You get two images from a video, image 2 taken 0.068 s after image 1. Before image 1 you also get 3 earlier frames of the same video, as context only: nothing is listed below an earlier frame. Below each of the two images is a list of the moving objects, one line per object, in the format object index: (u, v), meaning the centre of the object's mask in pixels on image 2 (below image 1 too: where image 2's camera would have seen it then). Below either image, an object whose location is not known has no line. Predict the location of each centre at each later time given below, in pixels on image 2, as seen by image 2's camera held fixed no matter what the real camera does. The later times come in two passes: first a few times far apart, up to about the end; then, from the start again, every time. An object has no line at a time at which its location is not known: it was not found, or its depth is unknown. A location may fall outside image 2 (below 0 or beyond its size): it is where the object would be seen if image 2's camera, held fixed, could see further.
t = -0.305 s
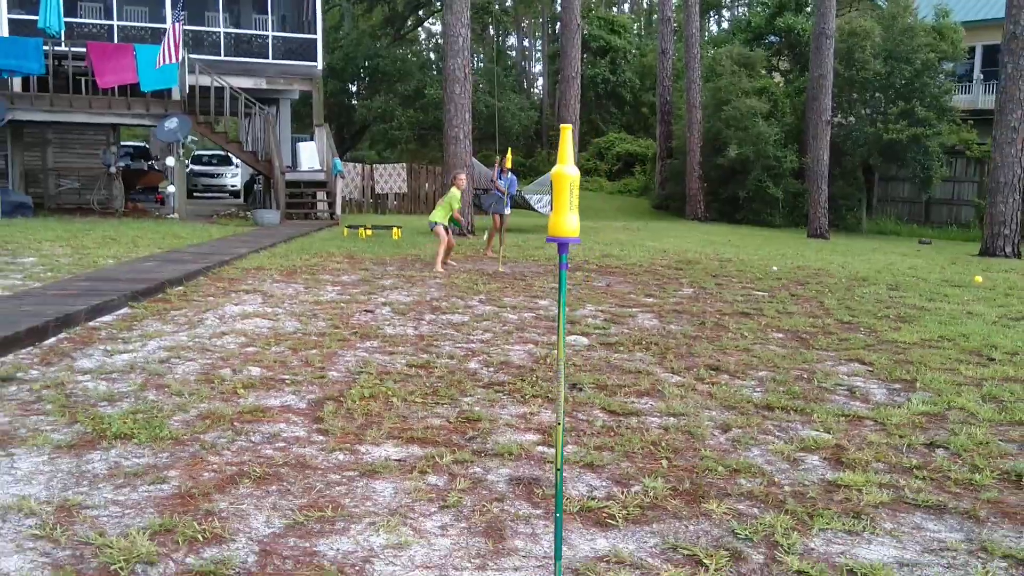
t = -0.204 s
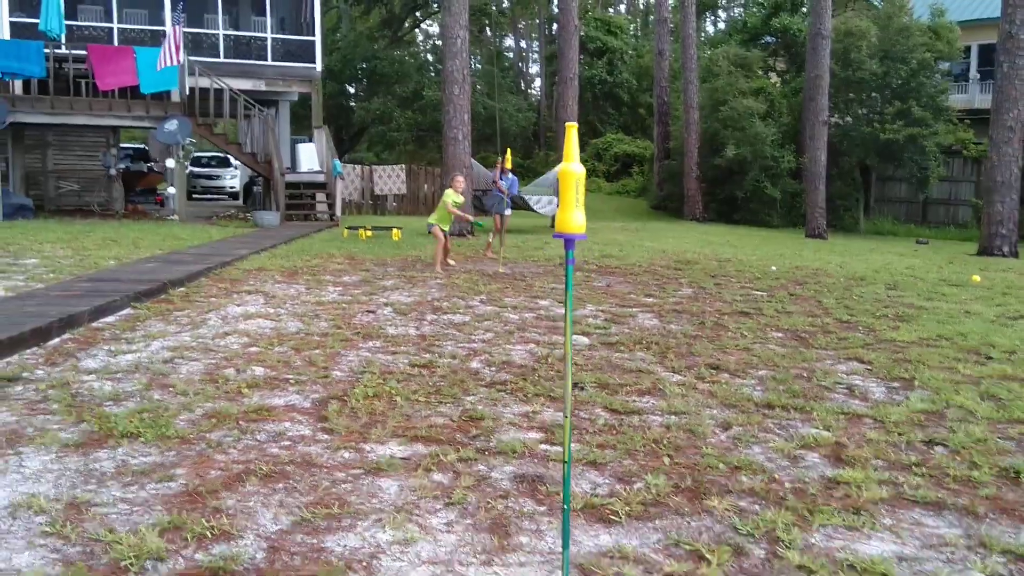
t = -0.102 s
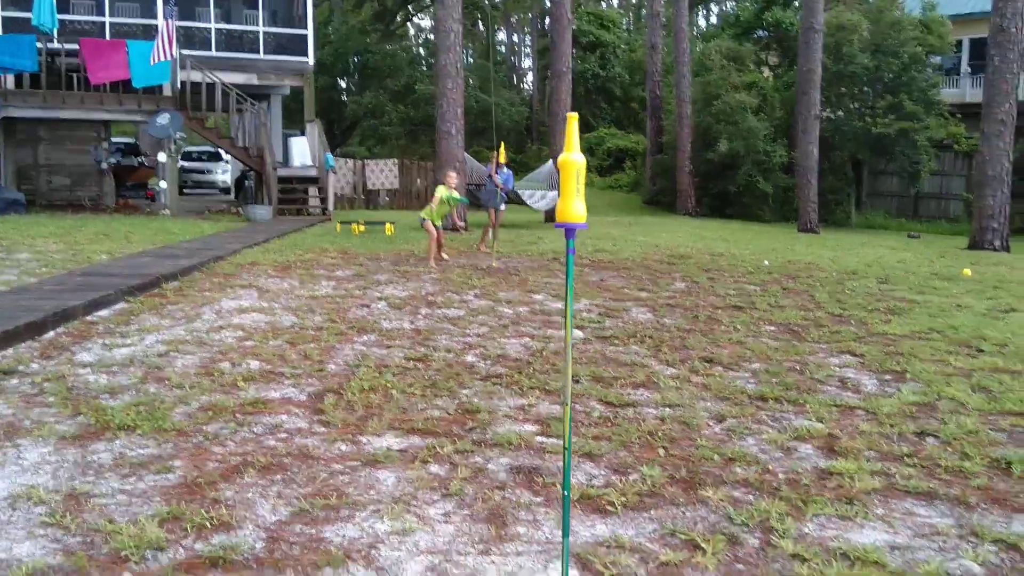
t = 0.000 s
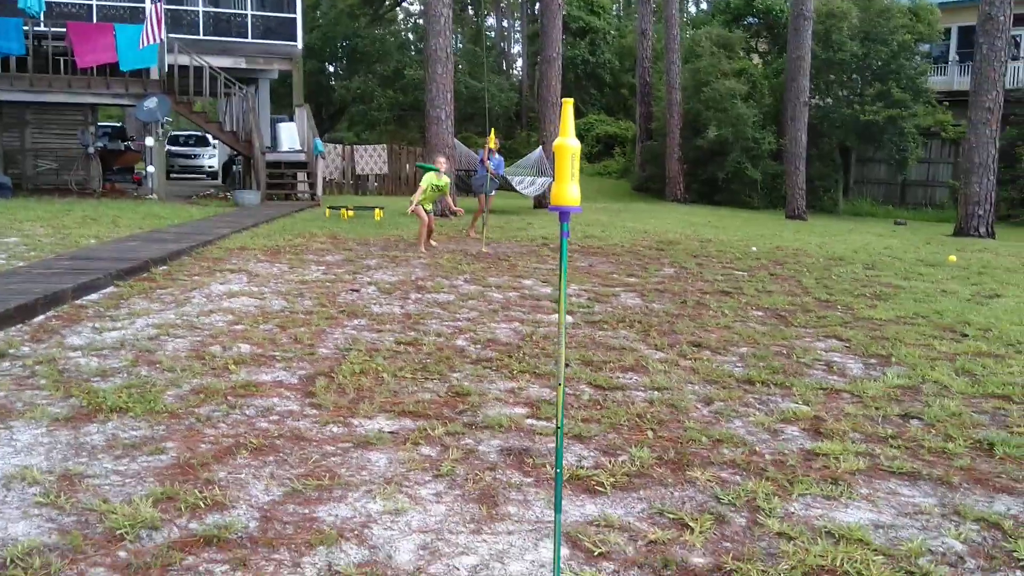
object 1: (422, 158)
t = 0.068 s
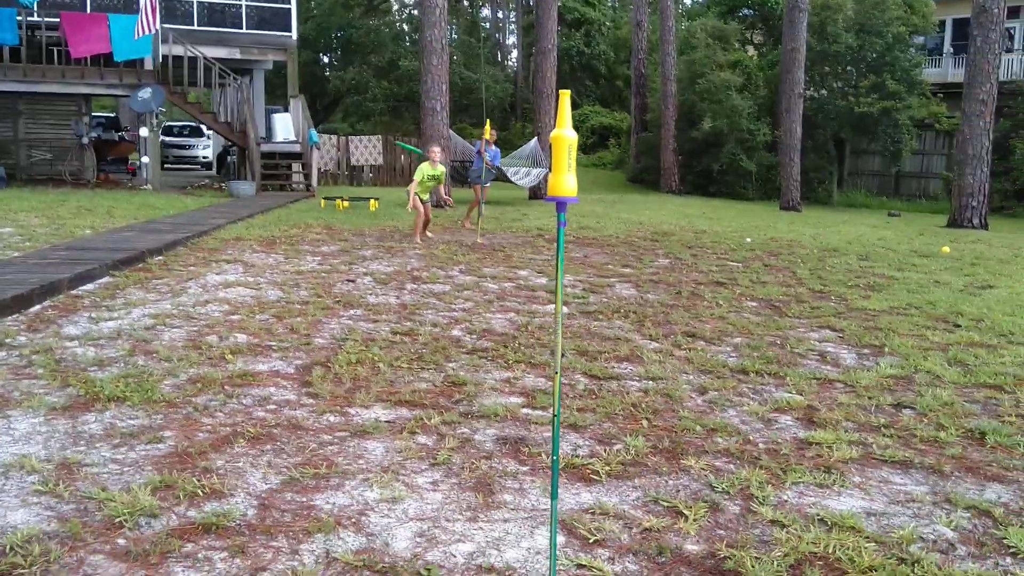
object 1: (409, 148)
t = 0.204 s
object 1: (377, 130)
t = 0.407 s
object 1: (321, 106)
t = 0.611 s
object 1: (245, 92)
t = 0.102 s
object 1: (401, 142)
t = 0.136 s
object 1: (394, 138)
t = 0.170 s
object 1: (385, 134)
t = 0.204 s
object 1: (377, 130)
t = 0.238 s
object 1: (366, 126)
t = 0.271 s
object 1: (359, 123)
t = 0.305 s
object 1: (350, 119)
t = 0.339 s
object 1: (341, 115)
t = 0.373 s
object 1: (331, 110)
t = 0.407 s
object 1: (321, 106)
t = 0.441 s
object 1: (312, 105)
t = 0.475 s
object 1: (297, 99)
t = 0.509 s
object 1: (285, 96)
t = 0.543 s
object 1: (275, 94)
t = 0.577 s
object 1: (262, 94)
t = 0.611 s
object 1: (245, 92)
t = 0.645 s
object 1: (230, 91)
